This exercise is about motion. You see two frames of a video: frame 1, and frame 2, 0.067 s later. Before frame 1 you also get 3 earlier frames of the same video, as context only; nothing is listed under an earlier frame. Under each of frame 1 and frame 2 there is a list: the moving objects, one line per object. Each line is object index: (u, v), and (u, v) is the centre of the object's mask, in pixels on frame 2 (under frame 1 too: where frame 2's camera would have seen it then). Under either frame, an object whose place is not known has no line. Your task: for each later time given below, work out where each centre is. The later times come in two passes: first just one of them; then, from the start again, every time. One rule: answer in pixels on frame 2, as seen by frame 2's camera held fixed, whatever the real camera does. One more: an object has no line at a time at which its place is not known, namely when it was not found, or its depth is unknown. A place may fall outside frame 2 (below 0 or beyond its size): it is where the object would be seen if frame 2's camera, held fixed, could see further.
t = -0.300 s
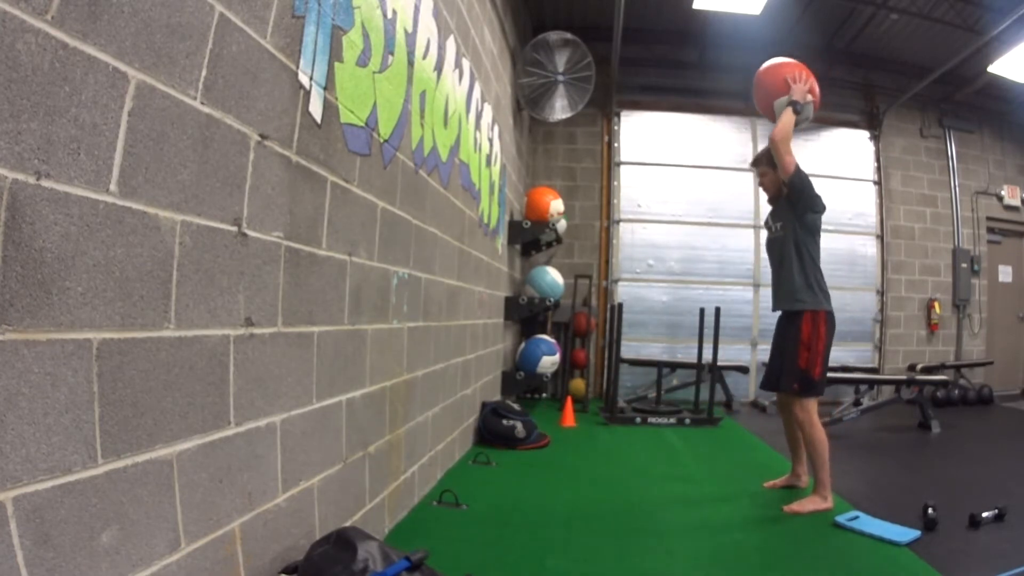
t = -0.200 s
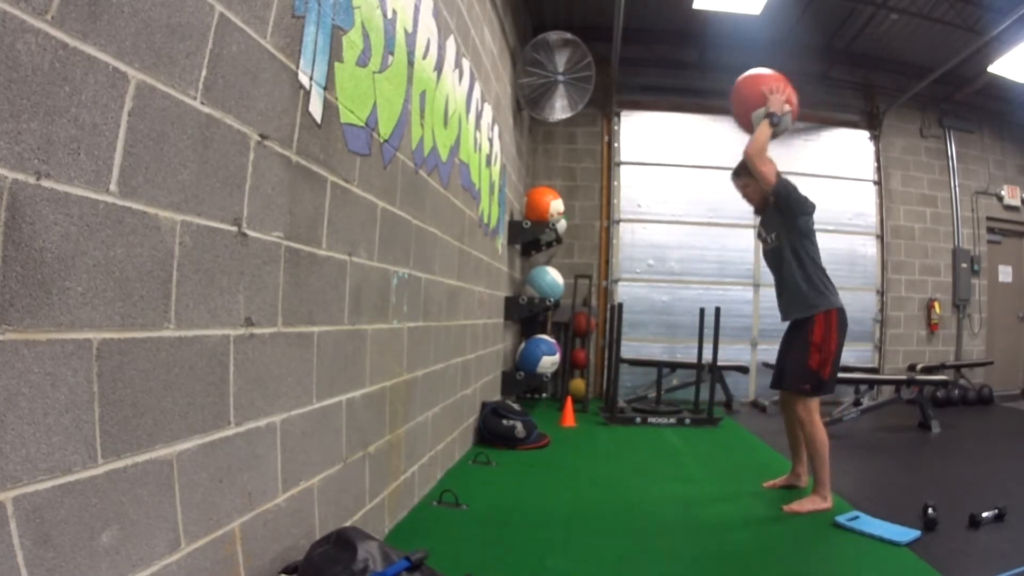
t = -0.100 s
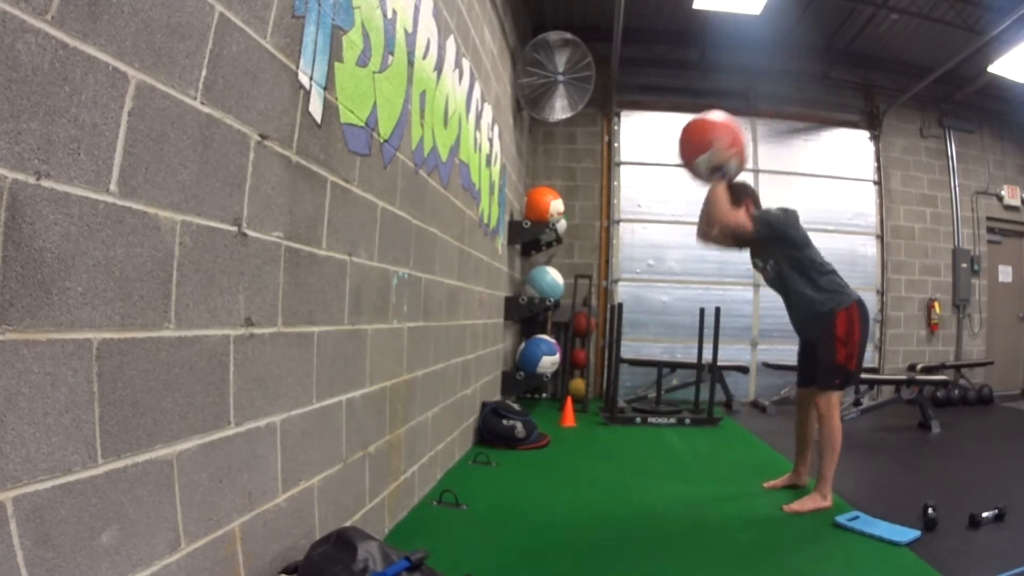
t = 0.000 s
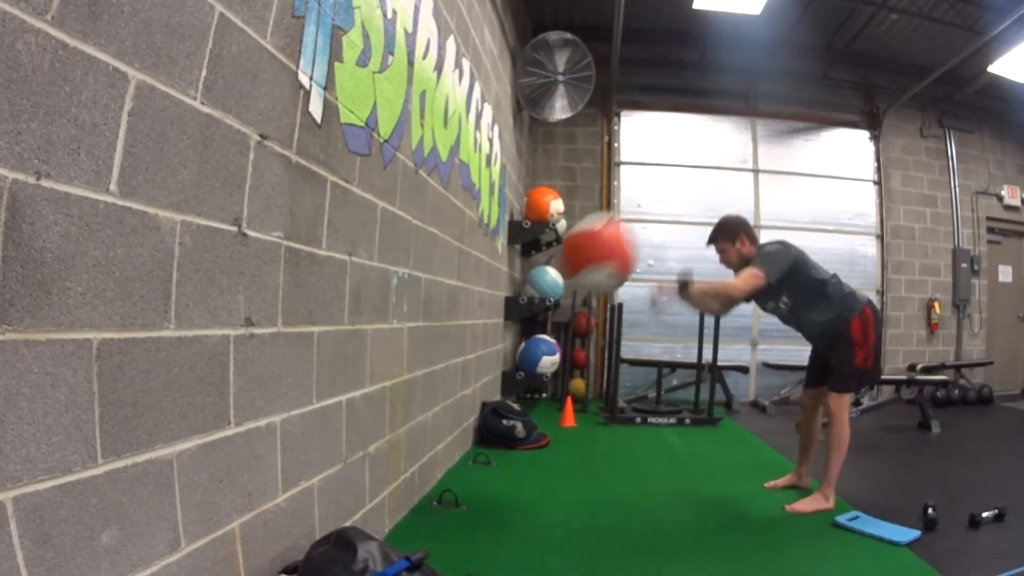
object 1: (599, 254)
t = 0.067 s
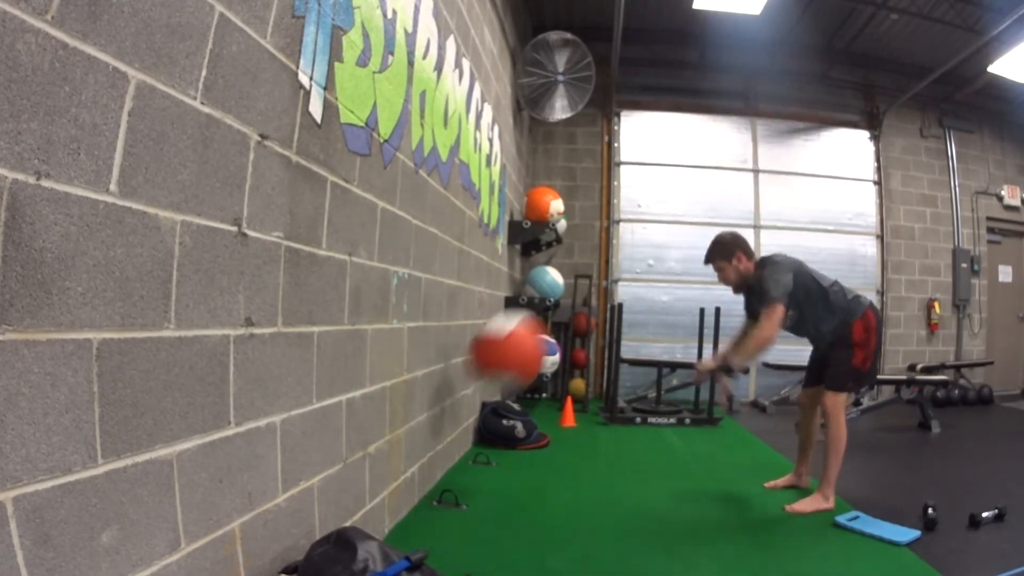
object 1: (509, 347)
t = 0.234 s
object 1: (553, 428)
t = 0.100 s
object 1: (470, 398)
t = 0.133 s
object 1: (489, 432)
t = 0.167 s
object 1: (509, 459)
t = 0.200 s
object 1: (531, 444)
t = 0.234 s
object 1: (553, 428)
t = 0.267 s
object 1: (576, 415)
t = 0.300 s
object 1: (598, 405)
